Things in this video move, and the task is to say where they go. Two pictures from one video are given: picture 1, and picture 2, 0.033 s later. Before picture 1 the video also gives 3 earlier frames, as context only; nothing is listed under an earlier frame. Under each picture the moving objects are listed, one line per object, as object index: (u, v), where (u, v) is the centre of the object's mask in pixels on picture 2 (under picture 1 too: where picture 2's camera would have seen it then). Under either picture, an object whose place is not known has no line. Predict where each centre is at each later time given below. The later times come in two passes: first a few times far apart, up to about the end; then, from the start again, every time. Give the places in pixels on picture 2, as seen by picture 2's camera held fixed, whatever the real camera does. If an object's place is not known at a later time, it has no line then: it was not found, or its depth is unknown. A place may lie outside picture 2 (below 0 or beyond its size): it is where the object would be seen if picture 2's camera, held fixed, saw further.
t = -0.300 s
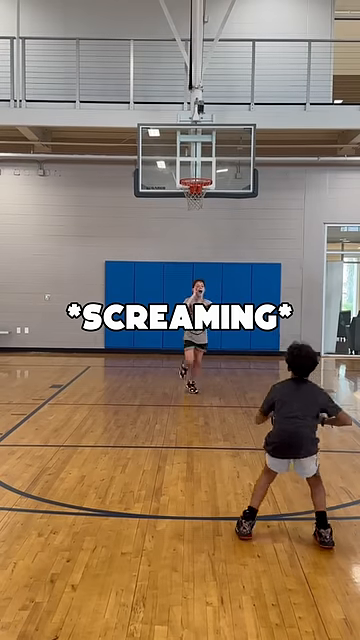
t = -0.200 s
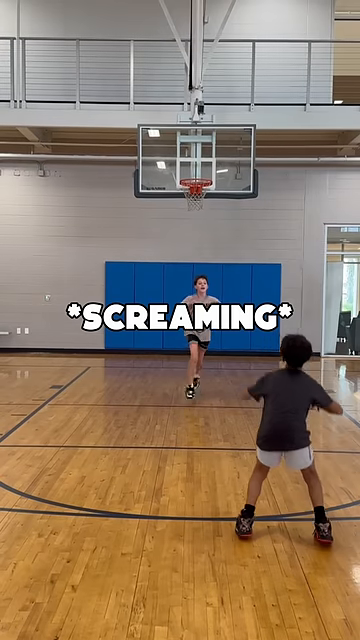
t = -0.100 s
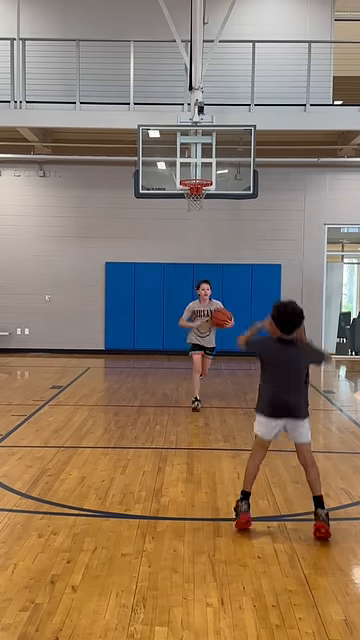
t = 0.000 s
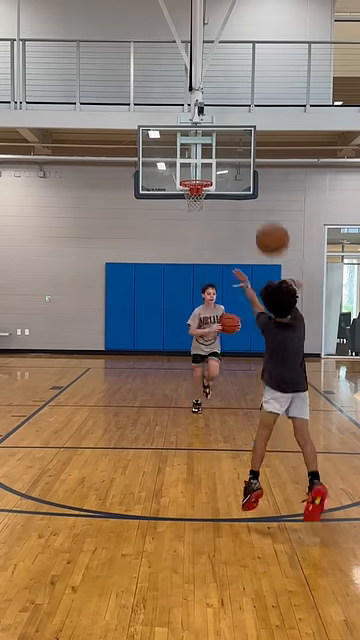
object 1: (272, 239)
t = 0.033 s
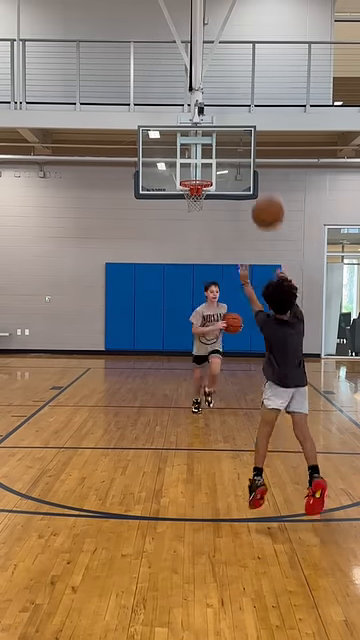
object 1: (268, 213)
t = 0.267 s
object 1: (241, 100)
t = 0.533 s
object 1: (220, 73)
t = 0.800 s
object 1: (204, 109)
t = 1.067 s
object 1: (192, 172)
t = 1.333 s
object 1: (189, 162)
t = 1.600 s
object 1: (188, 170)
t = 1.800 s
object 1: (186, 210)
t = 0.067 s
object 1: (264, 190)
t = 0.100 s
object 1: (259, 169)
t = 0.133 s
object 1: (257, 152)
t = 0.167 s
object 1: (252, 135)
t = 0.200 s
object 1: (248, 122)
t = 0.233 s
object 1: (245, 110)
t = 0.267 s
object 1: (241, 100)
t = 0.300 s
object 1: (238, 91)
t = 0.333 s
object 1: (235, 85)
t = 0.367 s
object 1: (232, 80)
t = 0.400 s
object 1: (230, 76)
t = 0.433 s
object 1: (227, 73)
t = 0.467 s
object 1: (224, 72)
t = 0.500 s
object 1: (222, 72)
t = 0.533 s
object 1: (220, 73)
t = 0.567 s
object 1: (218, 74)
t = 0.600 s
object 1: (216, 77)
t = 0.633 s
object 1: (213, 81)
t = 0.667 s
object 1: (211, 85)
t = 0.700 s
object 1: (210, 90)
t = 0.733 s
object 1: (208, 95)
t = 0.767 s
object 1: (205, 103)
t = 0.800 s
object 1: (204, 109)
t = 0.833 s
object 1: (202, 117)
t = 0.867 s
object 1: (200, 125)
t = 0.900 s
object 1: (198, 134)
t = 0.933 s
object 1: (197, 143)
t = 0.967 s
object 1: (194, 154)
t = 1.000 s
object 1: (194, 163)
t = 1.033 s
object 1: (193, 172)
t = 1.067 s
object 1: (192, 172)
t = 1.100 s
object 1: (191, 173)
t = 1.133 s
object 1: (191, 174)
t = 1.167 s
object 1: (190, 175)
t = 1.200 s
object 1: (189, 174)
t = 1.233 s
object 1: (189, 171)
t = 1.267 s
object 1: (189, 167)
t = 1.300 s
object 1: (189, 165)
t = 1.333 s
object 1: (189, 162)
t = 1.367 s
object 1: (189, 161)
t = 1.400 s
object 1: (189, 160)
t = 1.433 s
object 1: (189, 160)
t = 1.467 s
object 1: (188, 160)
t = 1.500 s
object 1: (188, 162)
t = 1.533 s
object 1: (188, 164)
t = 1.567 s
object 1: (188, 166)
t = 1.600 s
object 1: (188, 170)
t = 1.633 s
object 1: (188, 175)
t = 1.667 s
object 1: (187, 180)
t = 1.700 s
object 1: (187, 186)
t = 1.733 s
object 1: (187, 194)
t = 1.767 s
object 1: (186, 202)
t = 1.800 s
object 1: (186, 210)
